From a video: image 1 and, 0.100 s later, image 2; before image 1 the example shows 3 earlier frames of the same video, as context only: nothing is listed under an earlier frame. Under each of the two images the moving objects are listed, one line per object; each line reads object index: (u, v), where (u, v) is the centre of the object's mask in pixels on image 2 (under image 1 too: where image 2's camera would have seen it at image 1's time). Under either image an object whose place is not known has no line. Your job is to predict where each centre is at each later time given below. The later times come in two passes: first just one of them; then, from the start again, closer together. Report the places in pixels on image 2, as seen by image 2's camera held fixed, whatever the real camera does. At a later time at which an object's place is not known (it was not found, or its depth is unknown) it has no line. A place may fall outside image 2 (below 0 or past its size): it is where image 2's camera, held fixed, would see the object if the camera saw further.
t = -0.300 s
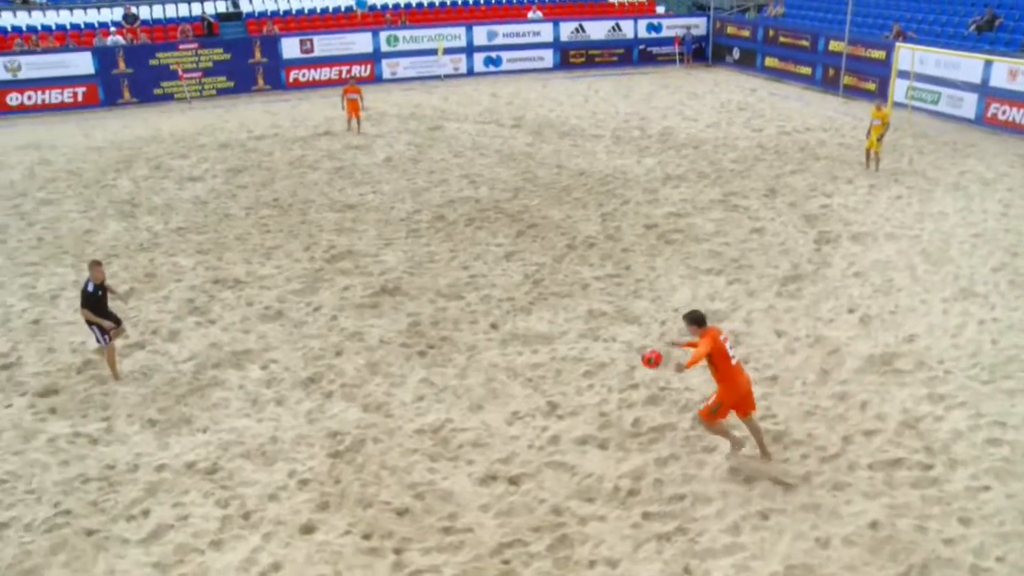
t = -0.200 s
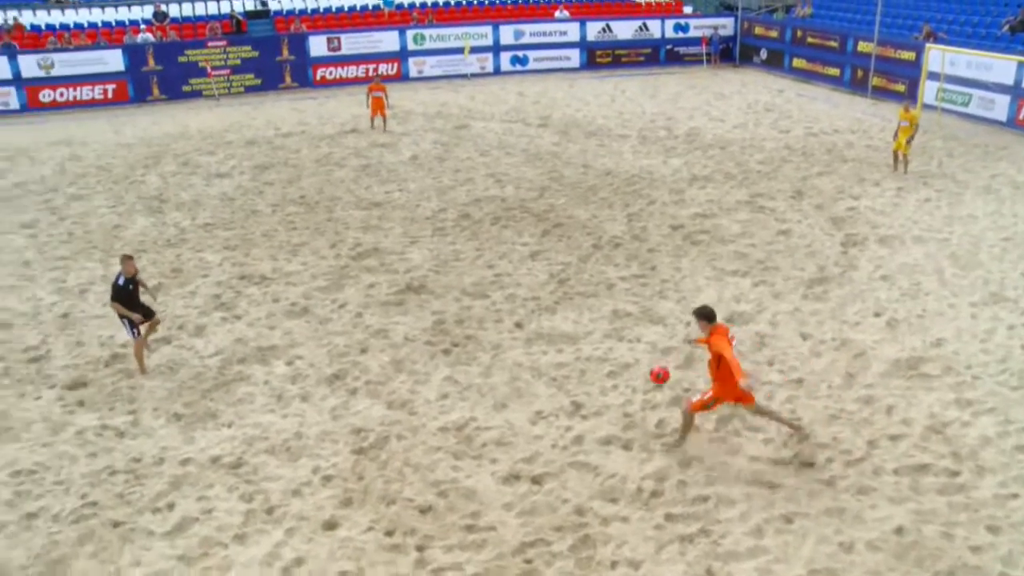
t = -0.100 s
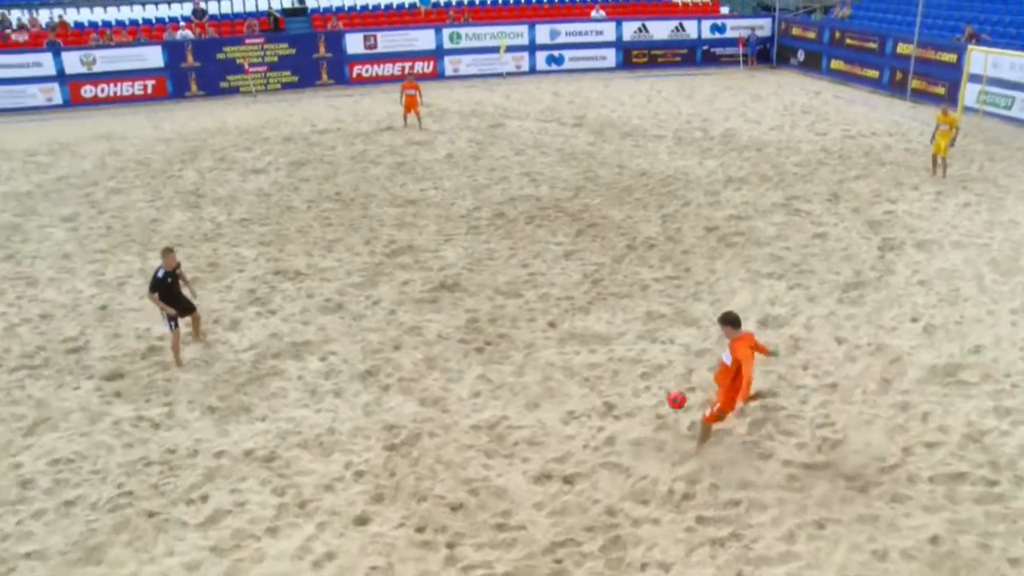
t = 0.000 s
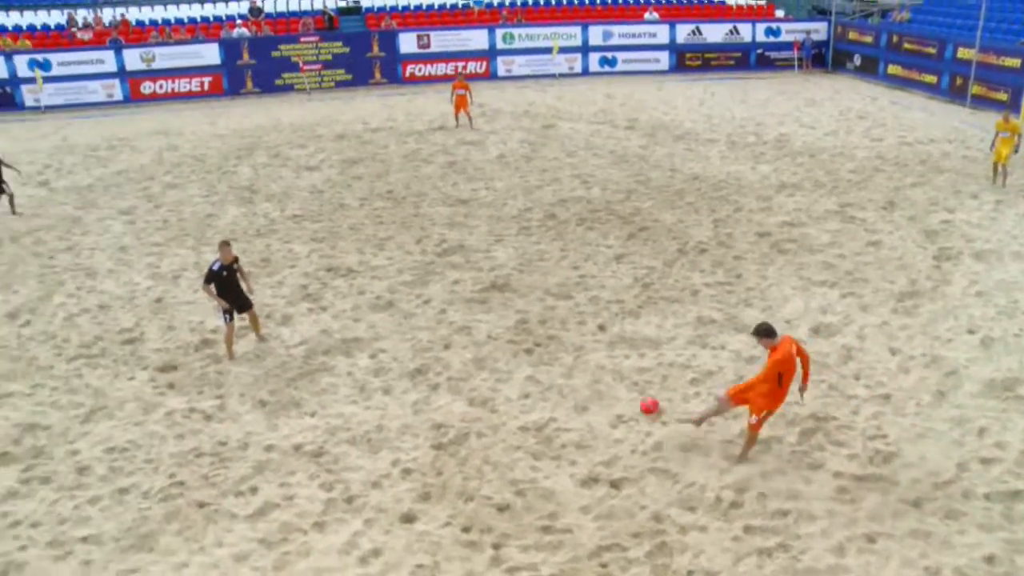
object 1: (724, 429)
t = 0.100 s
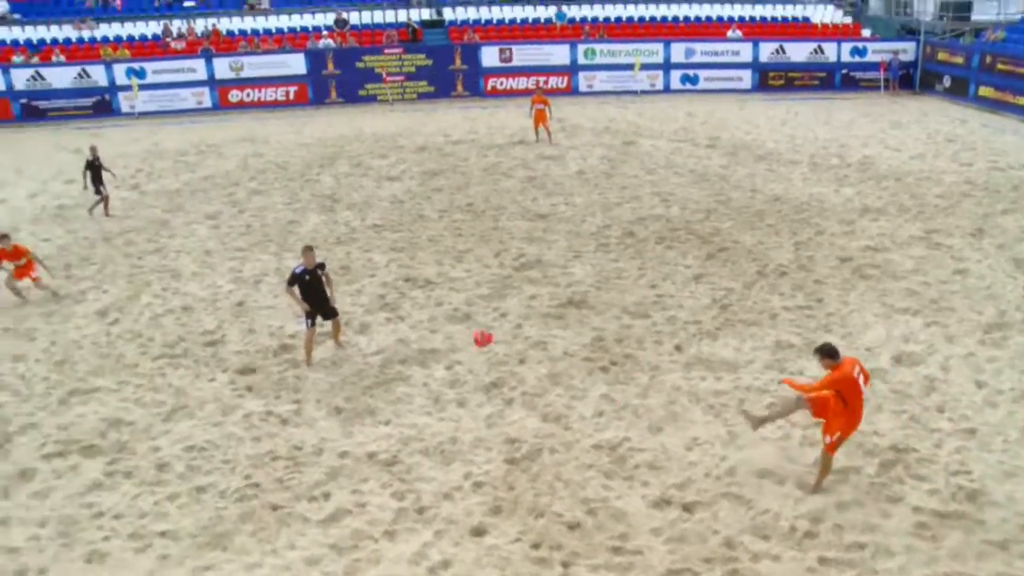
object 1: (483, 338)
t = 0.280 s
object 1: (122, 221)
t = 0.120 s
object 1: (437, 322)
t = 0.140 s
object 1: (392, 307)
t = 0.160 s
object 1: (349, 292)
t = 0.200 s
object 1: (267, 264)
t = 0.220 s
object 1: (228, 252)
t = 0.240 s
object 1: (191, 241)
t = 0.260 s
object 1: (156, 230)
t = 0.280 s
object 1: (122, 221)
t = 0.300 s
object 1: (90, 213)
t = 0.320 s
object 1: (59, 205)
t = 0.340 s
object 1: (28, 197)
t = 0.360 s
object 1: (0, 190)
